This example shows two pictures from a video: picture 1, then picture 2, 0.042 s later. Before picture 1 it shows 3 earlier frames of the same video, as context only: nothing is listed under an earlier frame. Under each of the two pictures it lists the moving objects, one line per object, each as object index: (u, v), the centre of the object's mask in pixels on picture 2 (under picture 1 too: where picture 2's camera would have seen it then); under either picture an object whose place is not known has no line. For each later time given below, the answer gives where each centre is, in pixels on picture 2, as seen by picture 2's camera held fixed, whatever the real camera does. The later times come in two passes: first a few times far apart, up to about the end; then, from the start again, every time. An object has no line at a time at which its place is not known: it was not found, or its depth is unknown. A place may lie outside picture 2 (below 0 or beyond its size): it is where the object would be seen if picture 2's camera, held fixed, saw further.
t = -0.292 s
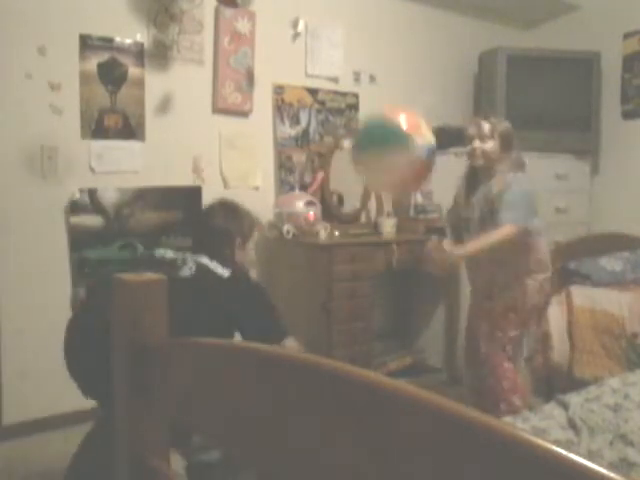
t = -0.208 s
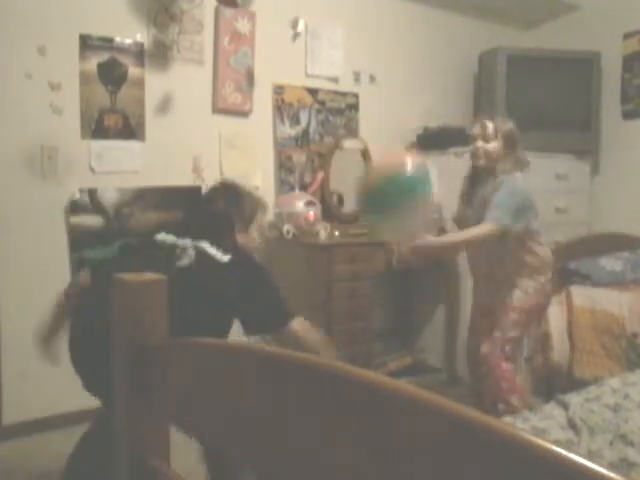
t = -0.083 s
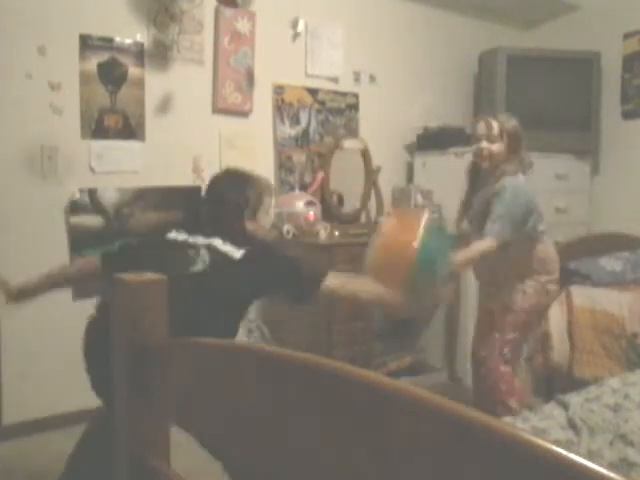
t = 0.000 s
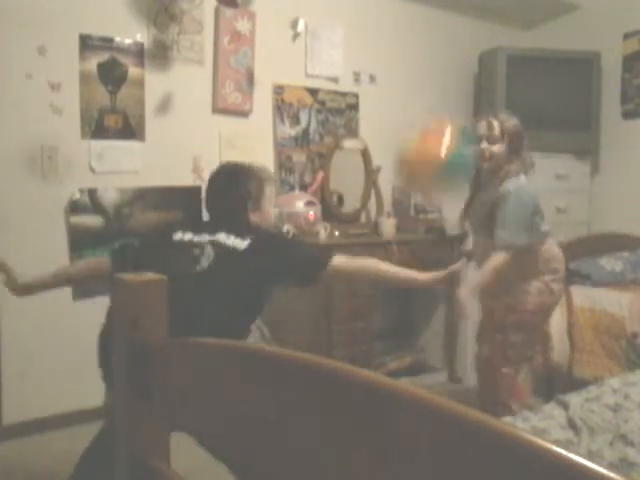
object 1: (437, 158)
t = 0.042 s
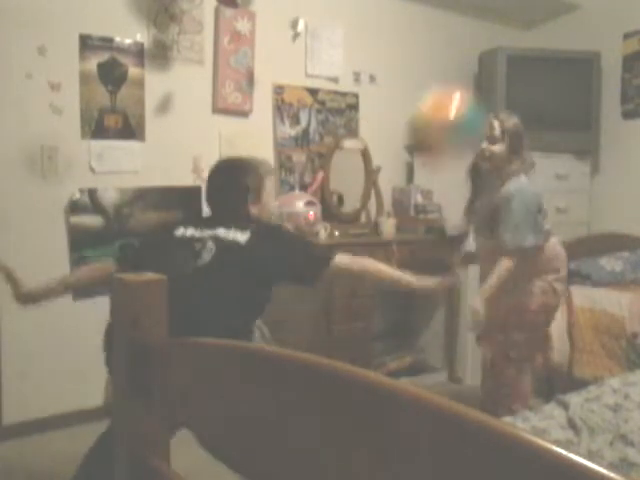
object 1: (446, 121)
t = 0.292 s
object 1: (467, 23)
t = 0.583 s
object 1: (481, 44)
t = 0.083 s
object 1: (455, 96)
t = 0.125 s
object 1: (457, 71)
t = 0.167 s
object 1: (461, 52)
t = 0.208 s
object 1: (463, 37)
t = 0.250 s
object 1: (465, 28)
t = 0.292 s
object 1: (467, 23)
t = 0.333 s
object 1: (470, 21)
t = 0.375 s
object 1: (471, 20)
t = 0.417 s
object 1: (472, 20)
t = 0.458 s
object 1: (472, 21)
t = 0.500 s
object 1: (476, 23)
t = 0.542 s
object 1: (479, 31)
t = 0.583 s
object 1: (481, 44)
